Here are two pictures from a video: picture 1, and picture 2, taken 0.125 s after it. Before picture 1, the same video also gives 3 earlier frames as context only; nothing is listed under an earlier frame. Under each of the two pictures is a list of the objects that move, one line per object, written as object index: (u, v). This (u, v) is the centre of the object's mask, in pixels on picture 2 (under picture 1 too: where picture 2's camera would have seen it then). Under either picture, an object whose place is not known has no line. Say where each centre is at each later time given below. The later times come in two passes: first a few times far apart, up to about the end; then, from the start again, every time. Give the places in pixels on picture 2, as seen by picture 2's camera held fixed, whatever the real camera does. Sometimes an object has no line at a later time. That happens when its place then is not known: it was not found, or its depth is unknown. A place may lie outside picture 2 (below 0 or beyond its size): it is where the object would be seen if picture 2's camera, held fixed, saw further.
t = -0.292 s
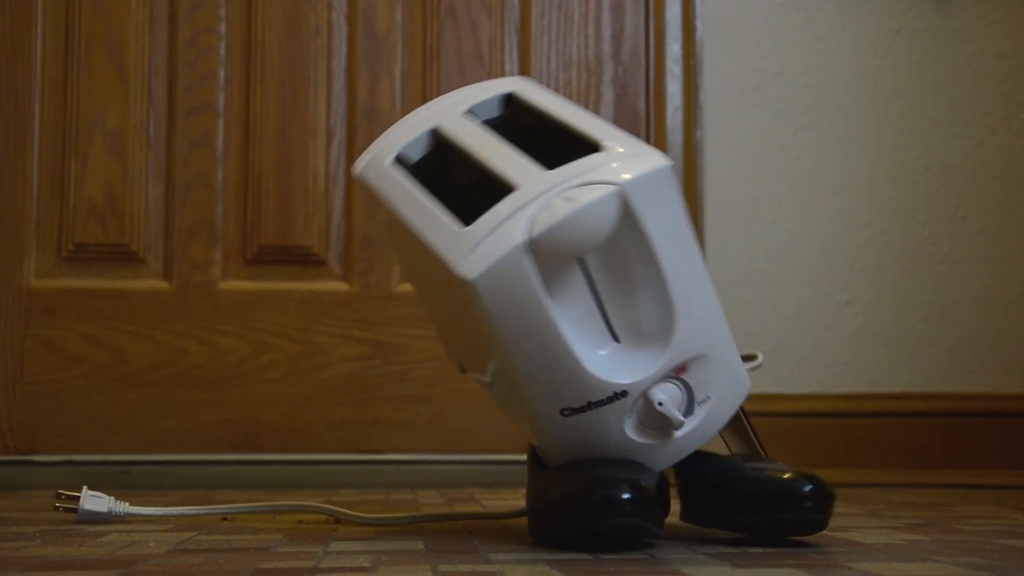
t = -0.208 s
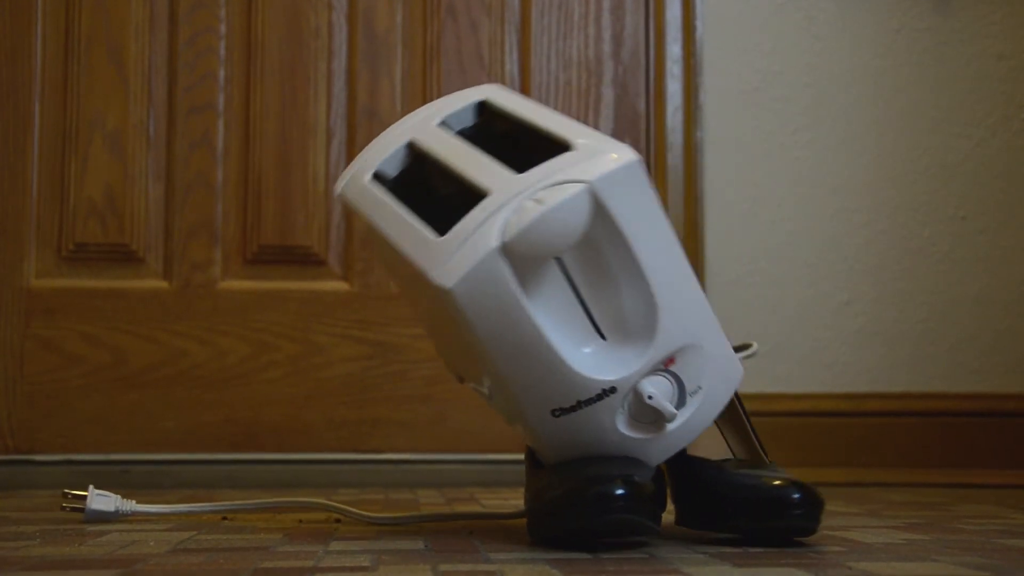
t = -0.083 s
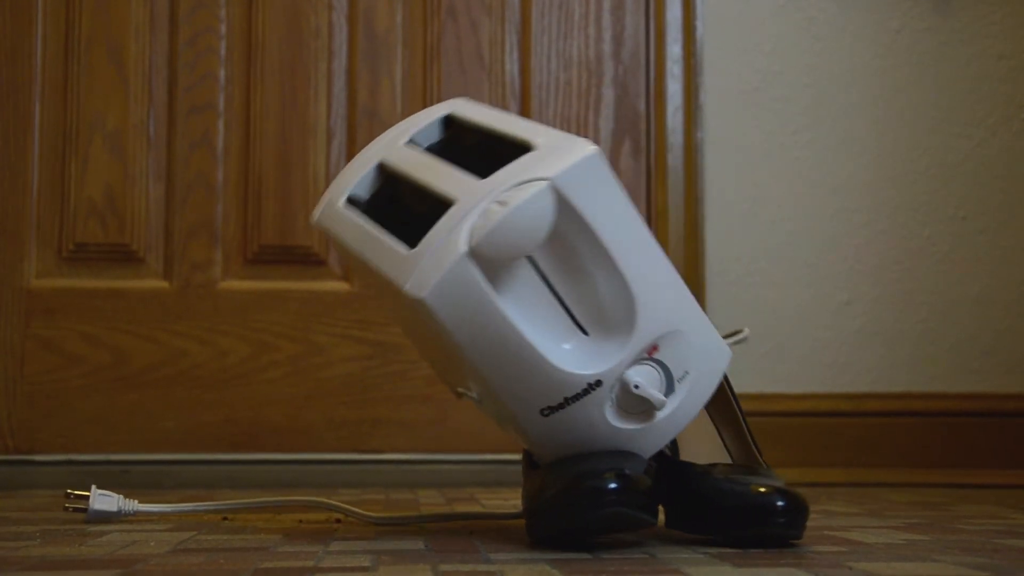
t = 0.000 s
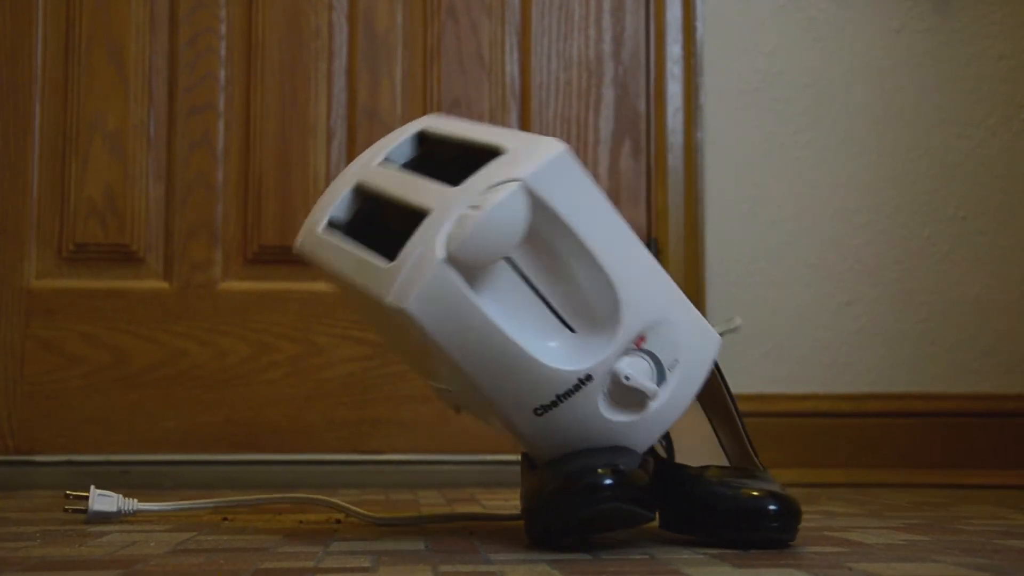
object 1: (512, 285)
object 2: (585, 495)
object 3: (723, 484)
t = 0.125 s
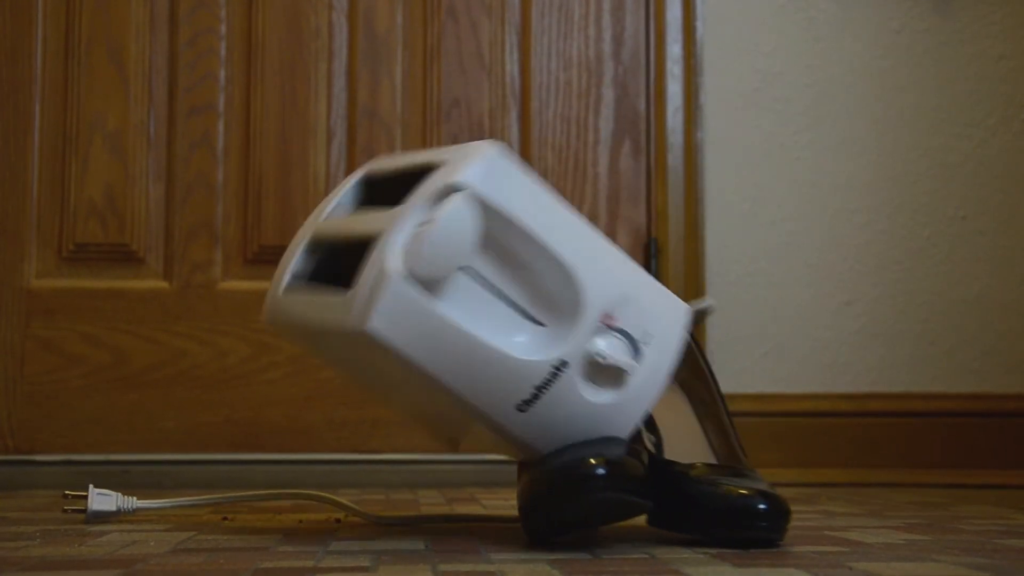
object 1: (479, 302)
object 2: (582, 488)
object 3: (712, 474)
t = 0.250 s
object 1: (423, 344)
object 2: (576, 469)
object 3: (677, 434)
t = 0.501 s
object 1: (278, 421)
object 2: (459, 475)
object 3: (576, 436)
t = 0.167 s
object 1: (465, 312)
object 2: (585, 482)
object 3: (707, 468)
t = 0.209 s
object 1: (446, 324)
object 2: (582, 477)
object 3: (690, 449)
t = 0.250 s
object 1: (423, 344)
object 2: (576, 469)
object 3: (677, 434)
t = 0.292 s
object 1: (397, 359)
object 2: (563, 467)
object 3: (663, 422)
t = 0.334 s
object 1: (371, 370)
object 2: (538, 467)
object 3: (649, 419)
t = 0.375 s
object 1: (342, 397)
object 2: (508, 470)
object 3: (620, 425)
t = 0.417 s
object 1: (313, 407)
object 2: (490, 471)
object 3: (597, 423)
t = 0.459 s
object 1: (292, 412)
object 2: (475, 470)
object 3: (587, 431)
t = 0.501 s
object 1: (278, 421)
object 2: (459, 475)
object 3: (576, 436)
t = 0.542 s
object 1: (278, 422)
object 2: (454, 473)
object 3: (571, 442)
